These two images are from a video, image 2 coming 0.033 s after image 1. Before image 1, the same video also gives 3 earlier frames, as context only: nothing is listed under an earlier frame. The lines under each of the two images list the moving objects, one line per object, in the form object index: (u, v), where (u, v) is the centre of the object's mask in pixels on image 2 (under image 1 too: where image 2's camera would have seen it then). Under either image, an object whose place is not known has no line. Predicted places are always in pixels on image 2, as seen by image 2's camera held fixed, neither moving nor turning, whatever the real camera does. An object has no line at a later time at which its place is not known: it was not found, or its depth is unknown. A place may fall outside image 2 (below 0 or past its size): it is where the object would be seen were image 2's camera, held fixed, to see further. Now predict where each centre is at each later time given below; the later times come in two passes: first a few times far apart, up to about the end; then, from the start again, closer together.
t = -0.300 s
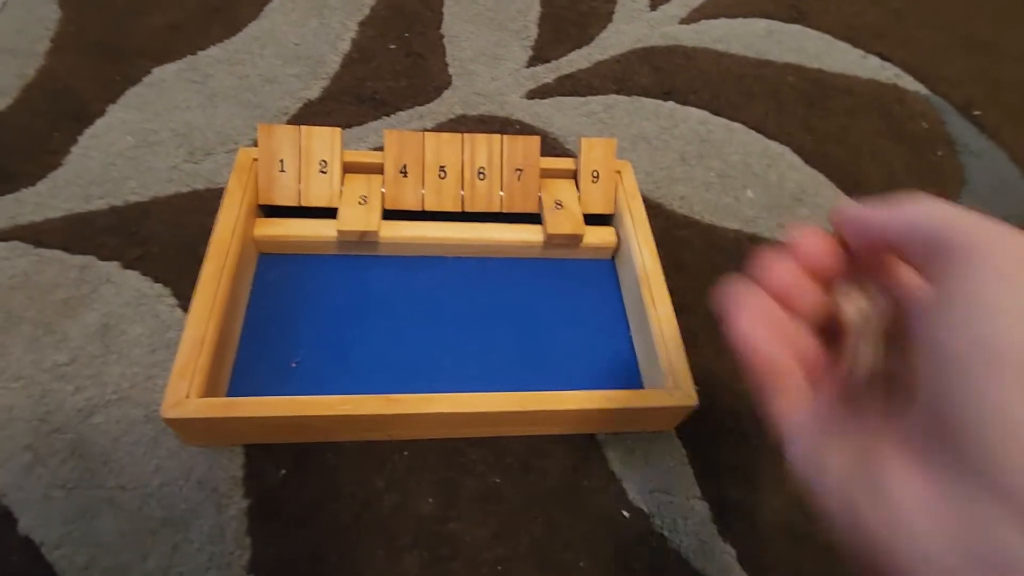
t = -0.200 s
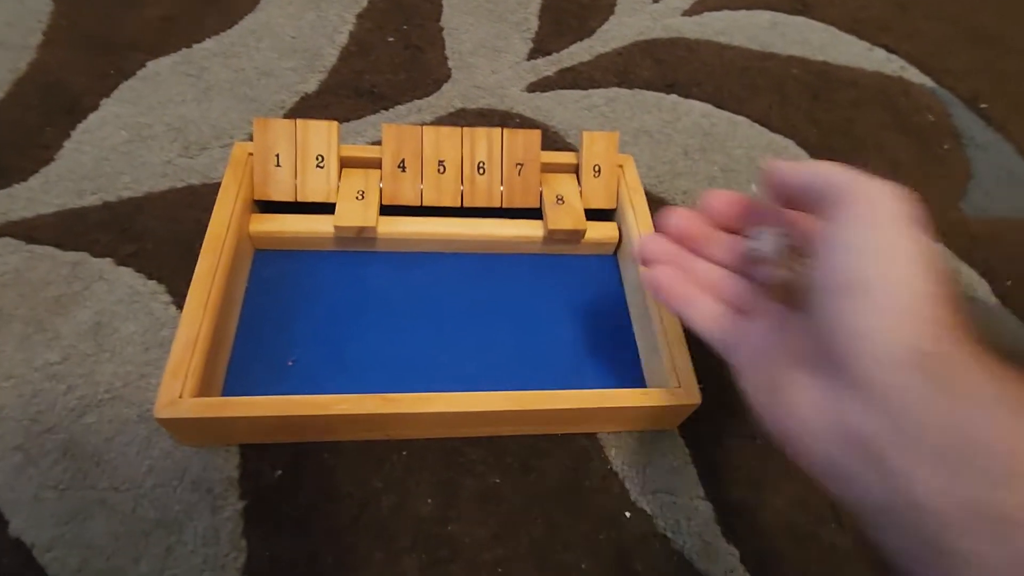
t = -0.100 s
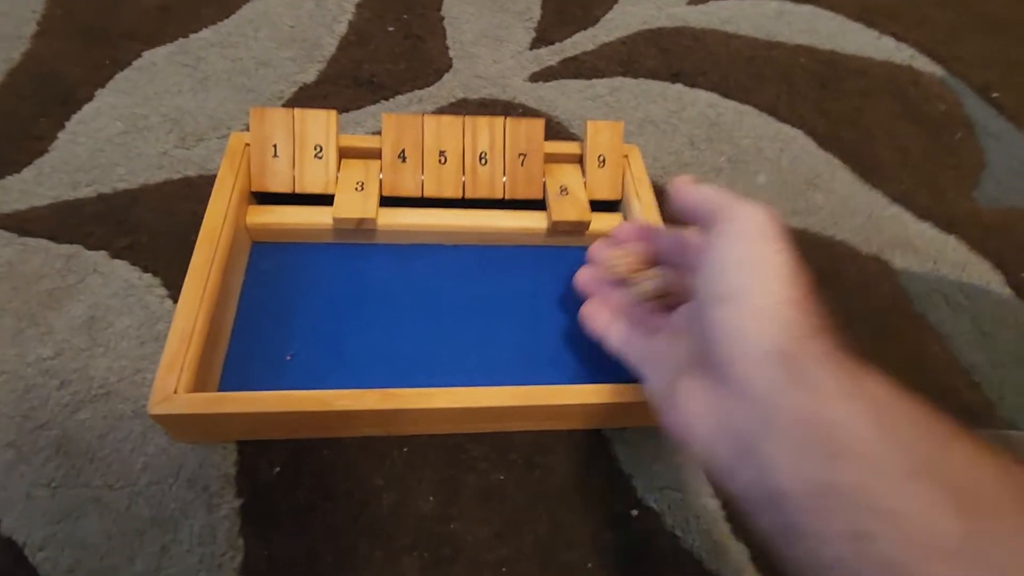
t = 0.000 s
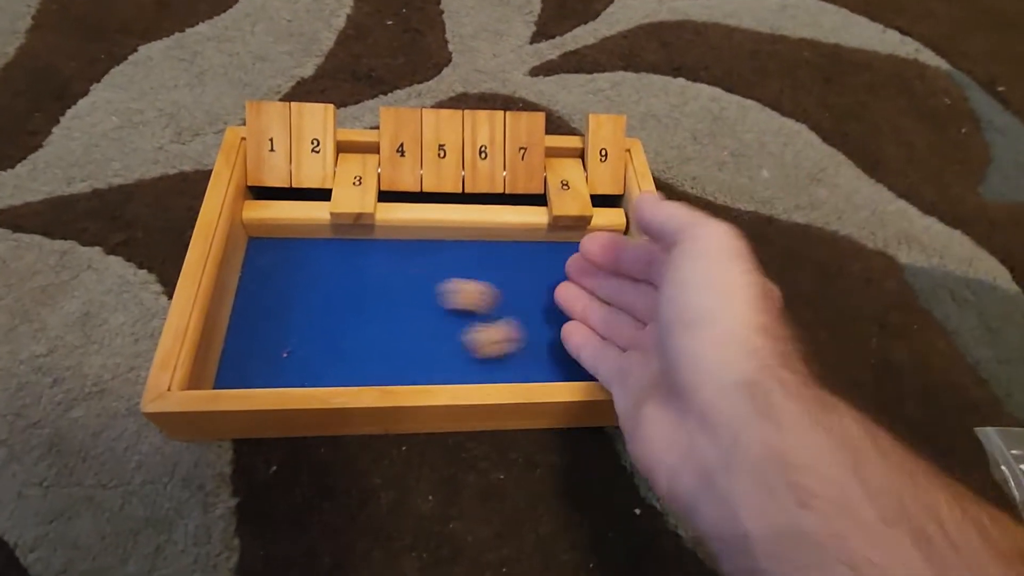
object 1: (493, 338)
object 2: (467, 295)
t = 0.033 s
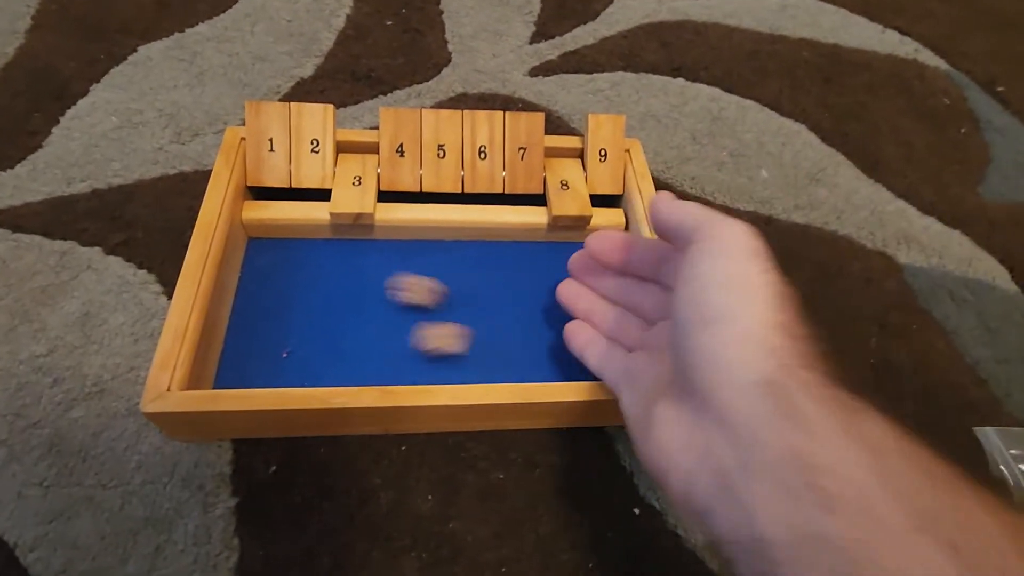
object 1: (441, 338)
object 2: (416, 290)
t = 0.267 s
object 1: (286, 375)
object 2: (345, 293)
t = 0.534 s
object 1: (384, 304)
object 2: (437, 340)
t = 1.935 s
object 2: (507, 327)
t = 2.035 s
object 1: (437, 316)
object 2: (507, 327)
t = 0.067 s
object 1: (390, 344)
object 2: (366, 285)
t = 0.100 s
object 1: (338, 352)
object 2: (315, 280)
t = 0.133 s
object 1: (286, 359)
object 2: (266, 281)
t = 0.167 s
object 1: (237, 369)
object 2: (266, 277)
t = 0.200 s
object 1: (239, 373)
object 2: (298, 281)
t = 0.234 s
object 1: (261, 378)
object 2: (327, 287)
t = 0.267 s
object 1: (286, 375)
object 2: (345, 293)
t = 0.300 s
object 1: (301, 368)
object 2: (360, 303)
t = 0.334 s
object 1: (316, 358)
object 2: (370, 311)
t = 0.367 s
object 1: (329, 347)
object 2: (383, 317)
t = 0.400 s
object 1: (342, 338)
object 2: (394, 321)
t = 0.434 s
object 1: (354, 327)
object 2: (406, 327)
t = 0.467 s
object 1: (363, 317)
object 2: (414, 333)
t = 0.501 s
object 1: (373, 309)
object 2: (427, 338)
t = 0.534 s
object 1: (384, 304)
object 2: (437, 340)
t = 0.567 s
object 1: (397, 299)
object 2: (447, 342)
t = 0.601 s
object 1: (406, 297)
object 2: (458, 341)
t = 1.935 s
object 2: (507, 327)
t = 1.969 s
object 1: (436, 316)
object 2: (507, 327)
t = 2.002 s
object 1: (436, 316)
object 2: (507, 327)
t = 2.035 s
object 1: (437, 316)
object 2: (507, 327)
